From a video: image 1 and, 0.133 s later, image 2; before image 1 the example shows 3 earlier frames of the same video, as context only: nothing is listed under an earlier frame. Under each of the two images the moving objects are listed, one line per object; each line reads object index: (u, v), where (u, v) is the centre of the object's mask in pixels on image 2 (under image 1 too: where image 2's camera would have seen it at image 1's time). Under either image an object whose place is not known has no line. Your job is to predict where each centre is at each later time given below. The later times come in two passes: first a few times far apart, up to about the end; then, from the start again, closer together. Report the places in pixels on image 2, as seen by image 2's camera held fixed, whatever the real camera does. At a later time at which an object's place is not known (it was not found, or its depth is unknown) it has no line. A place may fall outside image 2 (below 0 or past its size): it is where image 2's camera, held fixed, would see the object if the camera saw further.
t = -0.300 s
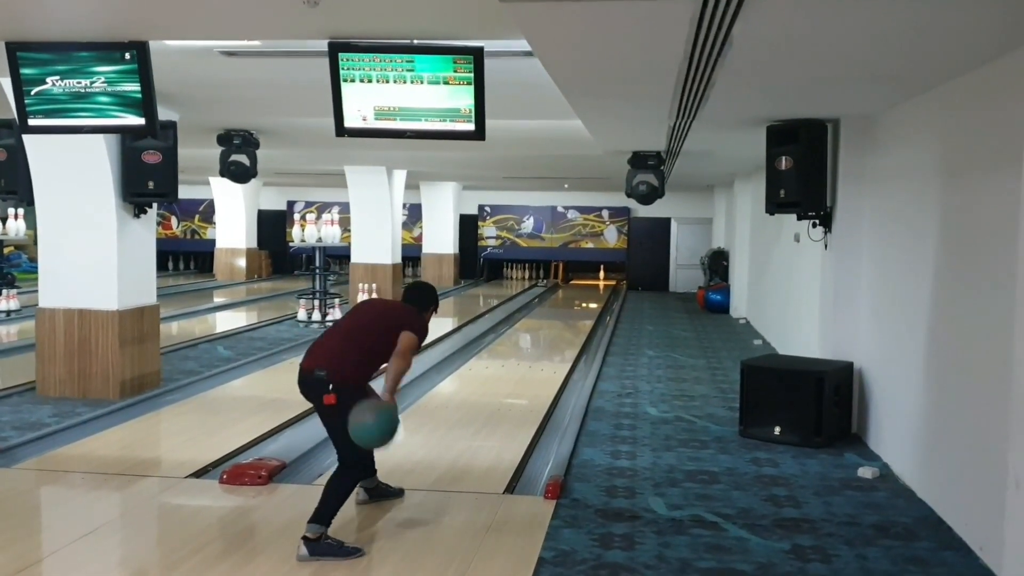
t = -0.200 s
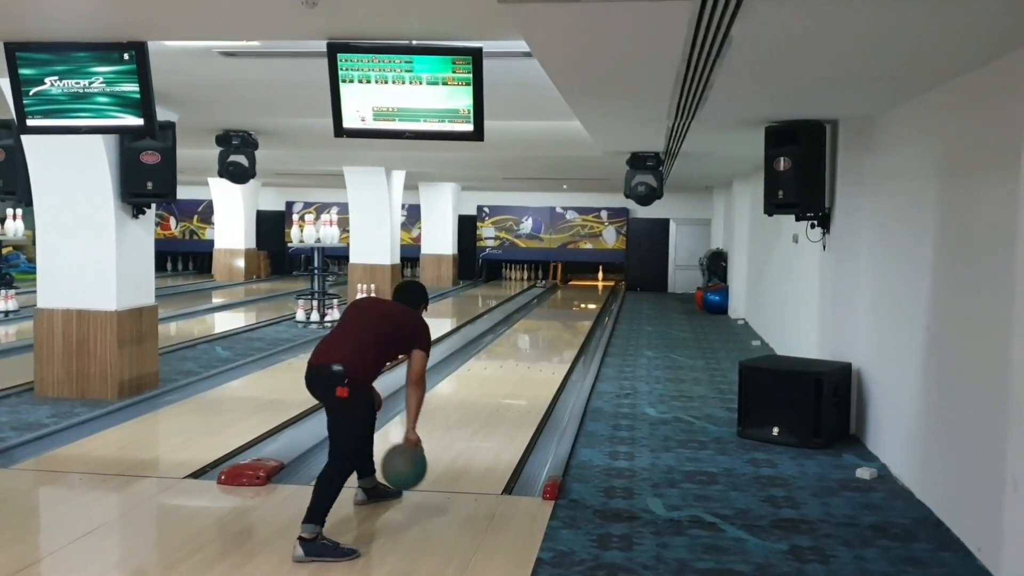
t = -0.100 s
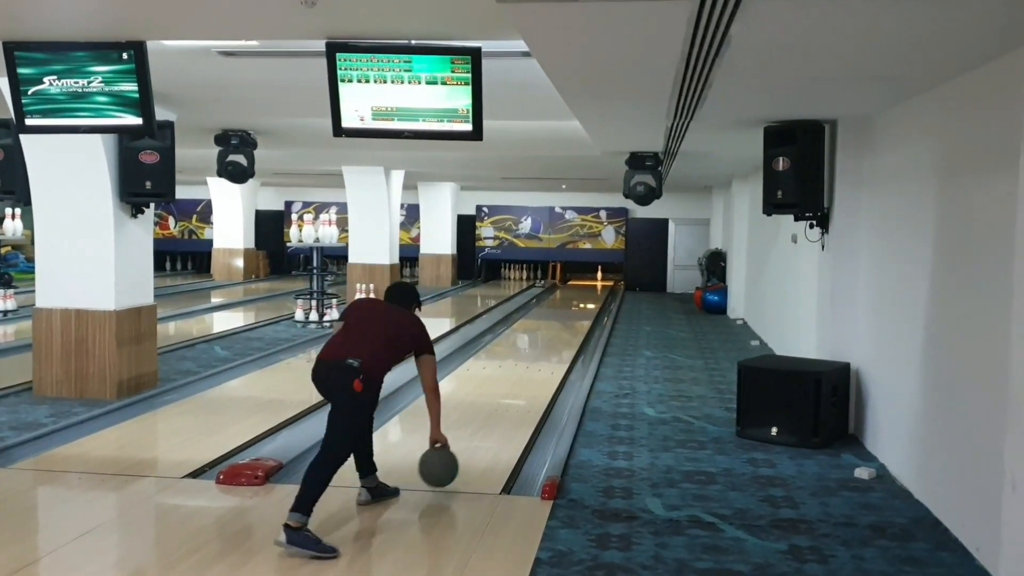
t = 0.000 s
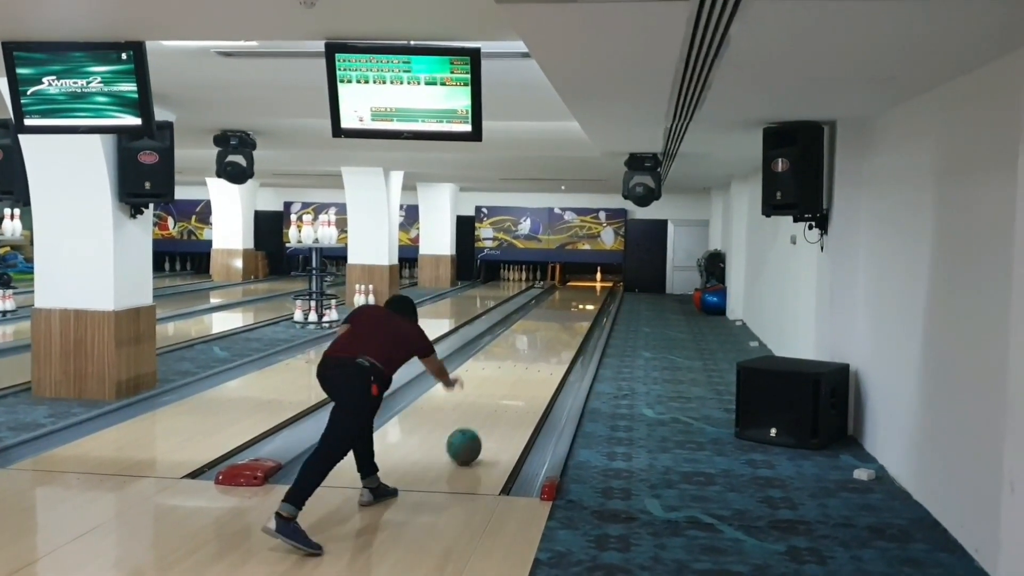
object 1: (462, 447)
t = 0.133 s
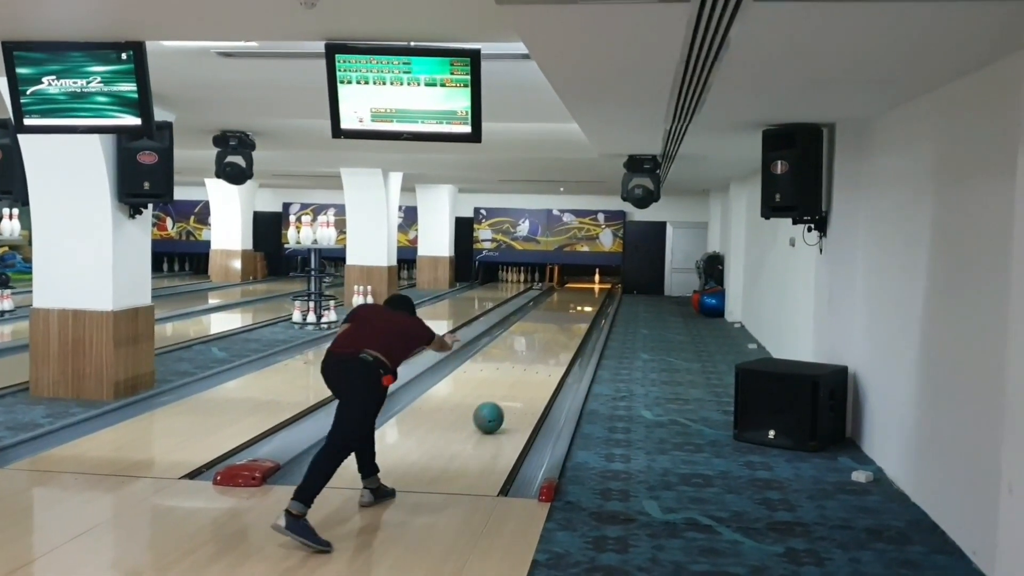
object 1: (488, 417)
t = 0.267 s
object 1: (508, 395)
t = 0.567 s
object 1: (537, 361)
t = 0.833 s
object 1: (555, 341)
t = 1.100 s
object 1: (567, 328)
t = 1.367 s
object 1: (576, 316)
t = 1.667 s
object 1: (583, 307)
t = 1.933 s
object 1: (587, 301)
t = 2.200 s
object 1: (591, 294)
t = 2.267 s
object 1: (592, 292)
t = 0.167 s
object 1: (493, 411)
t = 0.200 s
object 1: (499, 405)
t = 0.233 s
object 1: (503, 400)
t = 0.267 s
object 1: (508, 395)
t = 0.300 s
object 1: (512, 390)
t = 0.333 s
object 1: (516, 386)
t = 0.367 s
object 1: (519, 382)
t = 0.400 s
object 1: (523, 378)
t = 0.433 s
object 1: (526, 374)
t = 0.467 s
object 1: (529, 371)
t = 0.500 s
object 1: (532, 367)
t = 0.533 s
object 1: (535, 364)
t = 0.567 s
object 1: (537, 361)
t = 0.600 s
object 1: (540, 358)
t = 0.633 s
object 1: (542, 356)
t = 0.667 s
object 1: (545, 353)
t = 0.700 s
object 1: (547, 351)
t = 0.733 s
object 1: (549, 348)
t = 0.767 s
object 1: (551, 346)
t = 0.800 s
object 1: (553, 344)
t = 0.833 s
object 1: (555, 341)
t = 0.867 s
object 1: (556, 339)
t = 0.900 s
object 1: (558, 337)
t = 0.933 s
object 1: (560, 335)
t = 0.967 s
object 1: (561, 334)
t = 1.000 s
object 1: (563, 332)
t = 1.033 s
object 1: (564, 330)
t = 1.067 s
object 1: (566, 329)
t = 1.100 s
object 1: (567, 328)
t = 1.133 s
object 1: (568, 326)
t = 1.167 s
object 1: (569, 324)
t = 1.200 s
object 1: (571, 323)
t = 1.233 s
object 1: (572, 322)
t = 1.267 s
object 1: (573, 320)
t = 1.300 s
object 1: (575, 319)
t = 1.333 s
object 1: (575, 318)
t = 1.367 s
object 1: (576, 316)
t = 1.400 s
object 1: (577, 315)
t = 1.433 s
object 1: (577, 314)
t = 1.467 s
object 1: (578, 313)
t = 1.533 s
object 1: (580, 311)
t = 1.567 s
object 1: (581, 309)
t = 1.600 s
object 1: (581, 309)
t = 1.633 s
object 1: (582, 308)
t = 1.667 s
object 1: (583, 307)
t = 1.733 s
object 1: (584, 305)
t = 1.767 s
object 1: (585, 304)
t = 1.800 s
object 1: (586, 304)
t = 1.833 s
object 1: (586, 302)
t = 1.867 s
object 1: (587, 301)
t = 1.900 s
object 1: (587, 301)
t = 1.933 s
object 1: (587, 301)
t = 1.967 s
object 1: (589, 298)
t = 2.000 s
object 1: (589, 298)
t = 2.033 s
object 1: (589, 298)
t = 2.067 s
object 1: (590, 297)
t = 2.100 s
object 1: (591, 297)
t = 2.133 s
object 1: (590, 295)
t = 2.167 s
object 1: (591, 294)
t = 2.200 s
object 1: (591, 294)
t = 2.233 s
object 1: (592, 293)
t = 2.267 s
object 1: (592, 292)
